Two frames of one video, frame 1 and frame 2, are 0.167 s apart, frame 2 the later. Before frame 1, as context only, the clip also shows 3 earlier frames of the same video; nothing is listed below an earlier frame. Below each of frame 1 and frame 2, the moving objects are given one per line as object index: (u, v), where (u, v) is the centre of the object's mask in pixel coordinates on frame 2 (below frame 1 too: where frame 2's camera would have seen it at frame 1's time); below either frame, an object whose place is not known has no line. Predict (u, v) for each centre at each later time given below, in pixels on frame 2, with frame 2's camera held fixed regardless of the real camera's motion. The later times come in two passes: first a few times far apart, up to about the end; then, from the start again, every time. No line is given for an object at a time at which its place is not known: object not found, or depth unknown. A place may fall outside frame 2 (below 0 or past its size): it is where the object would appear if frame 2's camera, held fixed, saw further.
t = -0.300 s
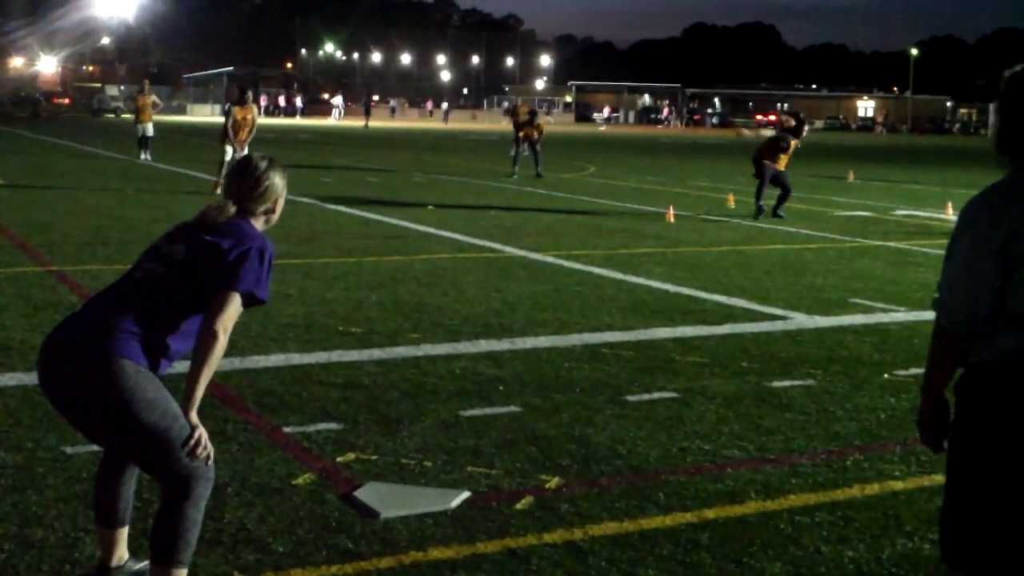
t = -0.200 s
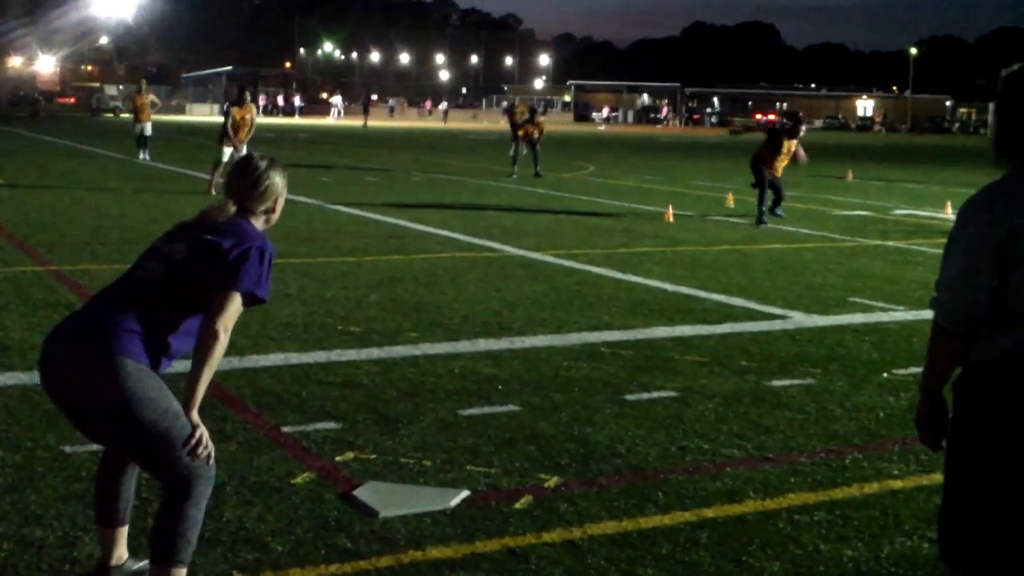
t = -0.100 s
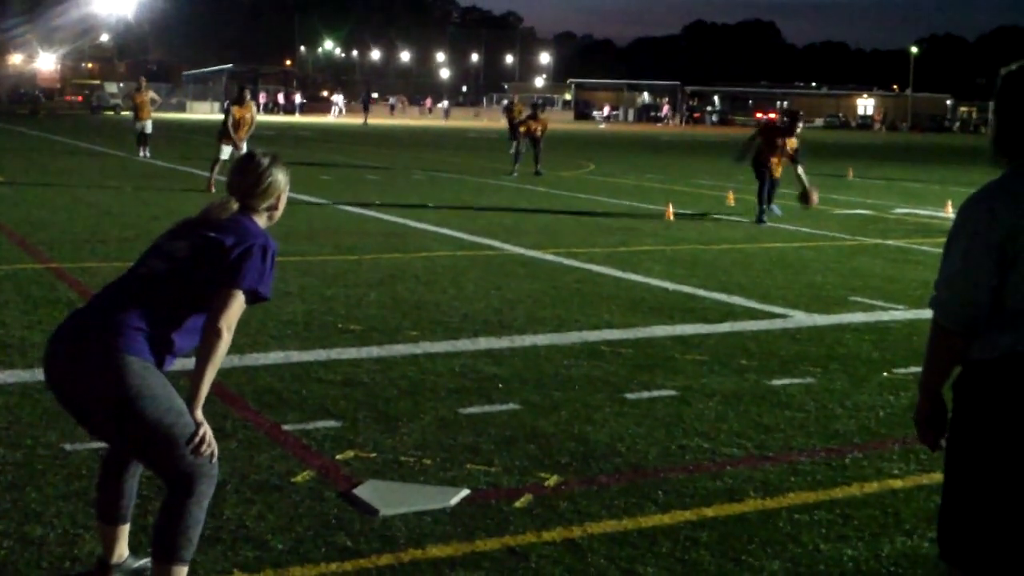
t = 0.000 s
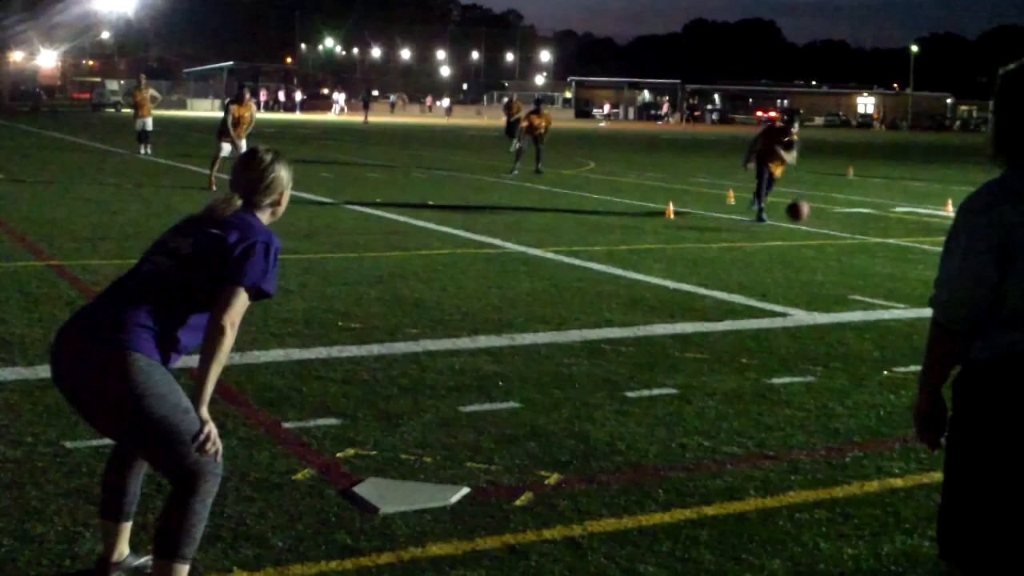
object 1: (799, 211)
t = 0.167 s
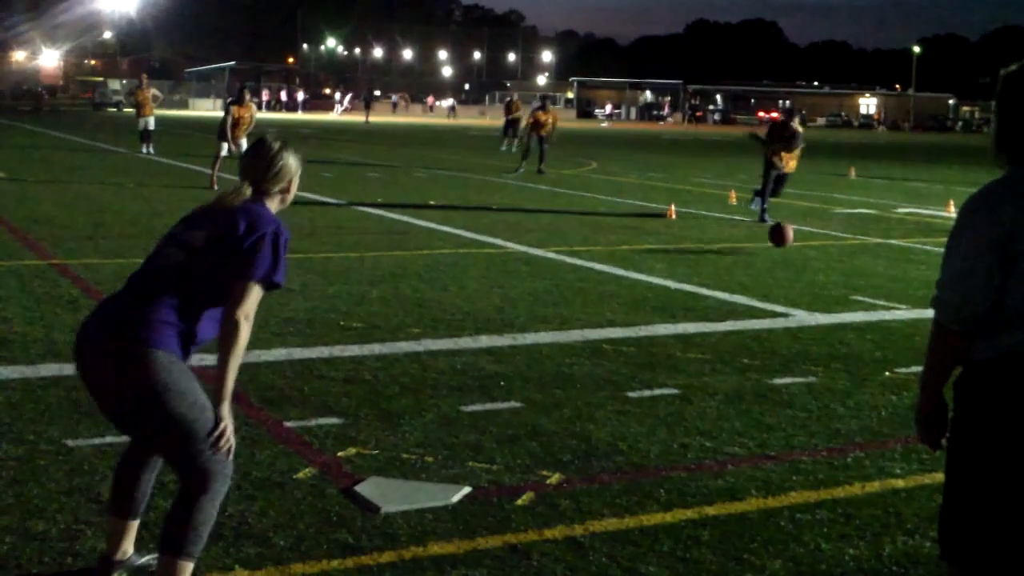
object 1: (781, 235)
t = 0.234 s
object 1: (775, 232)
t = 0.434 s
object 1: (754, 258)
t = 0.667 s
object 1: (723, 278)
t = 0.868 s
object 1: (685, 325)
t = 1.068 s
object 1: (623, 424)
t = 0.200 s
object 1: (778, 233)
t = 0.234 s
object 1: (775, 232)
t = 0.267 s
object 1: (772, 232)
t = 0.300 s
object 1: (769, 234)
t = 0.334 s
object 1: (765, 238)
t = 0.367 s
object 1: (762, 242)
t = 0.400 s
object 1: (758, 249)
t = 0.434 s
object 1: (754, 258)
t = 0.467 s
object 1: (750, 270)
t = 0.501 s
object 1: (746, 282)
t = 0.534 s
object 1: (740, 289)
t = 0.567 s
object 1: (737, 284)
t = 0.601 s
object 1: (732, 281)
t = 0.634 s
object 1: (727, 279)
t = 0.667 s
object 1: (723, 278)
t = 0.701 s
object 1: (718, 279)
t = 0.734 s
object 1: (712, 283)
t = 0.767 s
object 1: (706, 289)
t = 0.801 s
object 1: (699, 299)
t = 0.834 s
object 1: (693, 309)
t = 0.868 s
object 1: (685, 325)
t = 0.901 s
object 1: (676, 344)
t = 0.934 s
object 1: (668, 365)
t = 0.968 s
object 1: (657, 393)
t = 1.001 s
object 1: (644, 419)
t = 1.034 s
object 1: (634, 421)
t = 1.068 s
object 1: (623, 424)
